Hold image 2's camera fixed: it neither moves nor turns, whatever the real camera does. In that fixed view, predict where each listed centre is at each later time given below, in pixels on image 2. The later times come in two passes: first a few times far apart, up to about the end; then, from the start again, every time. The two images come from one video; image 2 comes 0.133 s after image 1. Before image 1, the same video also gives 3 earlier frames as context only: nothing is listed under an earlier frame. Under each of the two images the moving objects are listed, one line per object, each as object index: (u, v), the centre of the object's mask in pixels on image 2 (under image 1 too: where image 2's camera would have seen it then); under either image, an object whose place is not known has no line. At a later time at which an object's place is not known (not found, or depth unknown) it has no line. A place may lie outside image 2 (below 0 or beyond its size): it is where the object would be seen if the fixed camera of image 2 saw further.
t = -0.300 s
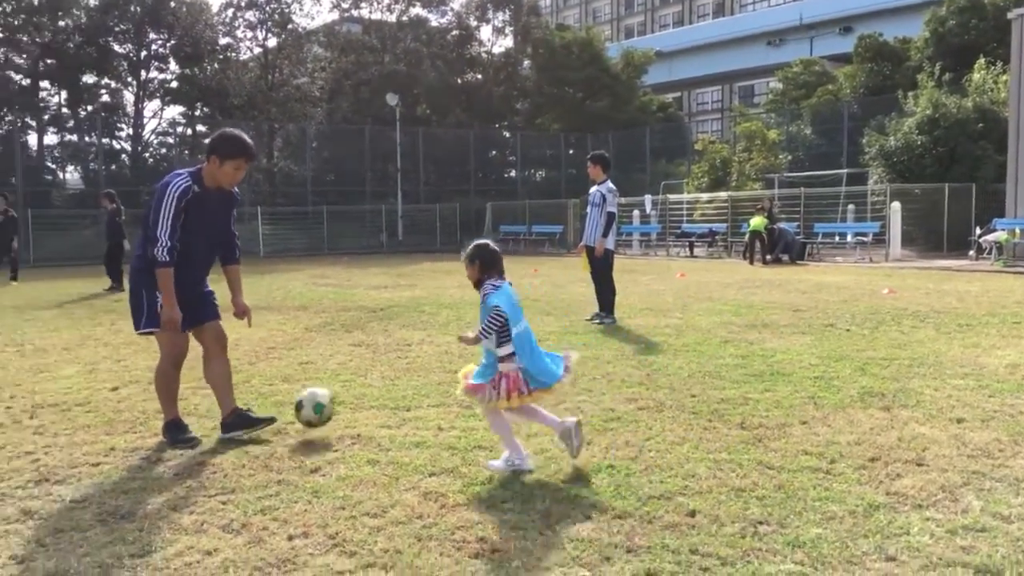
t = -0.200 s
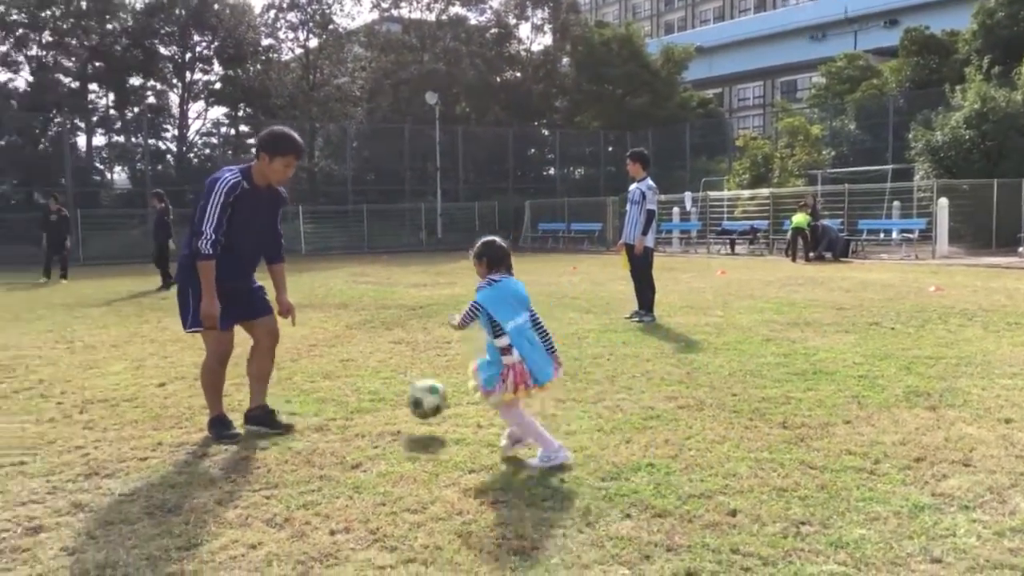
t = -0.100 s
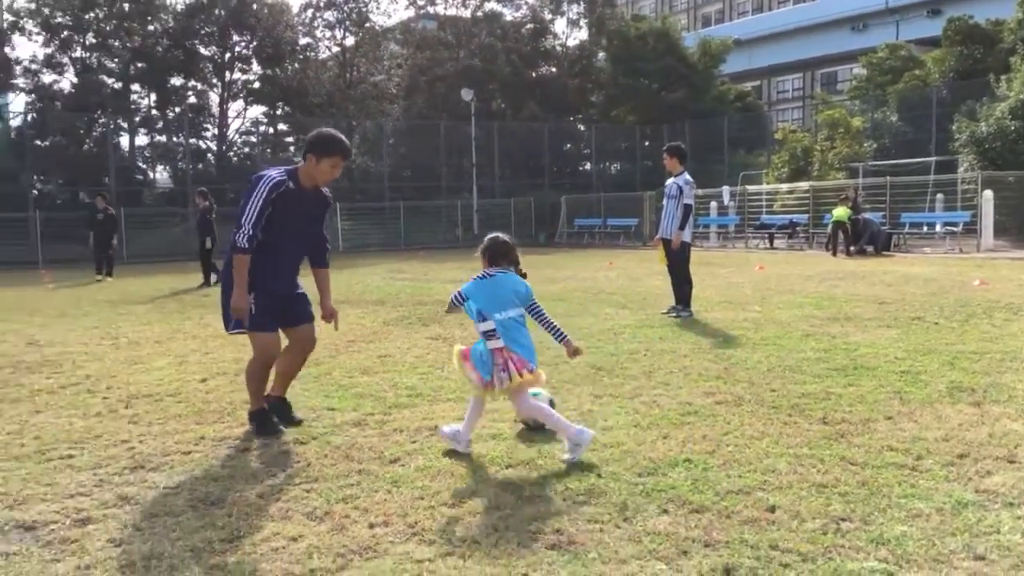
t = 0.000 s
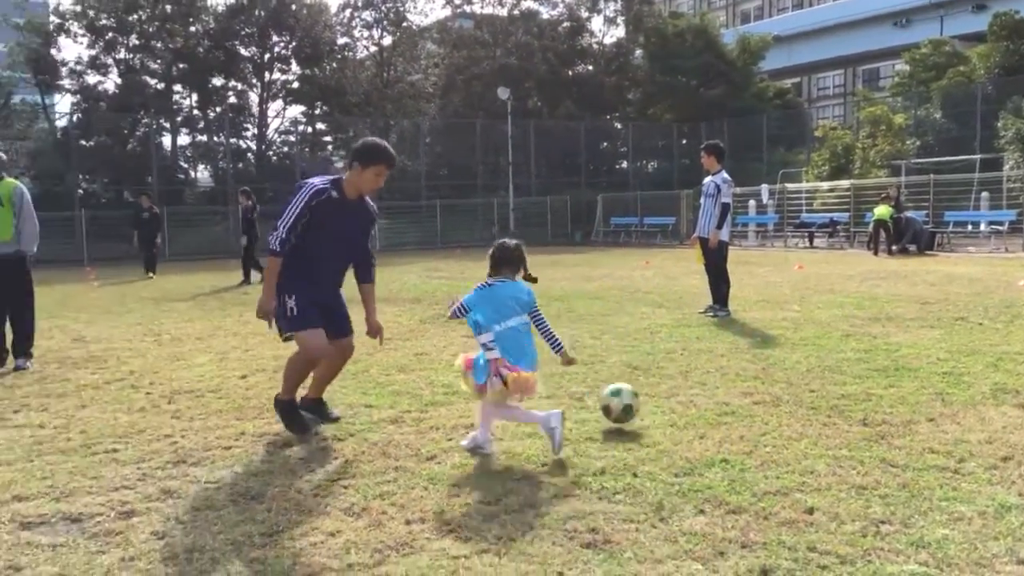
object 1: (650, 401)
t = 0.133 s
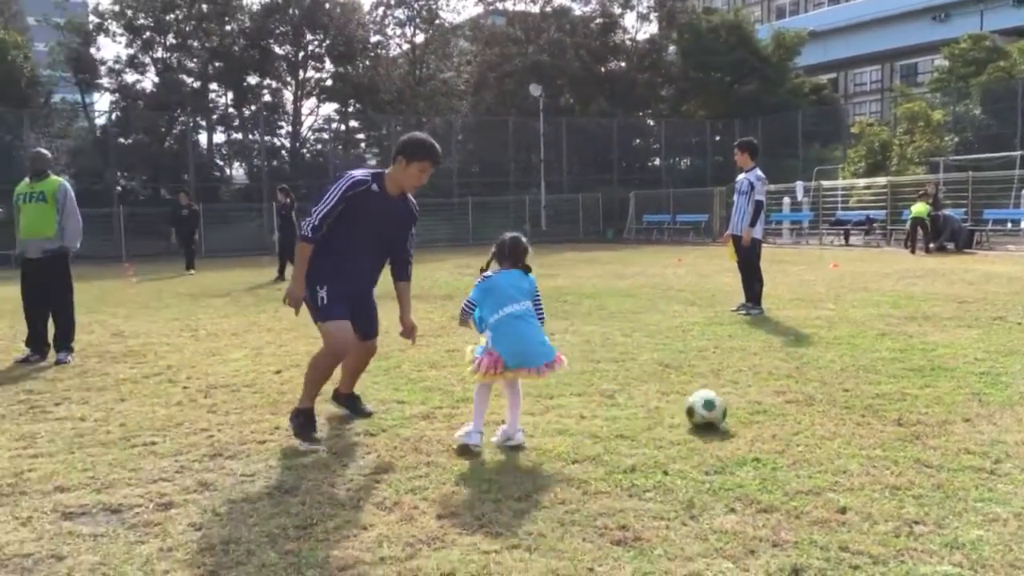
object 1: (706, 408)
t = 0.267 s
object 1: (752, 408)
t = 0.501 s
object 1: (830, 408)
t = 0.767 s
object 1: (912, 410)
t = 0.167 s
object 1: (717, 408)
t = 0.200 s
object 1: (728, 407)
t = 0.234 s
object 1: (741, 405)
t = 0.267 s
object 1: (752, 408)
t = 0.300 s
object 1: (765, 410)
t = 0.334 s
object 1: (776, 409)
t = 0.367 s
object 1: (787, 407)
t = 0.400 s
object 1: (798, 407)
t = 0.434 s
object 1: (809, 409)
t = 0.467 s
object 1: (819, 409)
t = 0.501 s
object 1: (830, 408)
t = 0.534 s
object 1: (839, 407)
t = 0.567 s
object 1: (850, 409)
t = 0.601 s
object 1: (860, 409)
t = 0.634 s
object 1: (871, 409)
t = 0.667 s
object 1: (881, 409)
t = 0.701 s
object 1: (892, 409)
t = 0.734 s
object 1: (902, 410)
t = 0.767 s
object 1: (912, 410)
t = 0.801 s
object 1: (922, 408)
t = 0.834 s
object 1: (930, 410)
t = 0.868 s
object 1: (940, 409)
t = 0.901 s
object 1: (948, 409)
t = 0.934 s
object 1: (957, 409)
